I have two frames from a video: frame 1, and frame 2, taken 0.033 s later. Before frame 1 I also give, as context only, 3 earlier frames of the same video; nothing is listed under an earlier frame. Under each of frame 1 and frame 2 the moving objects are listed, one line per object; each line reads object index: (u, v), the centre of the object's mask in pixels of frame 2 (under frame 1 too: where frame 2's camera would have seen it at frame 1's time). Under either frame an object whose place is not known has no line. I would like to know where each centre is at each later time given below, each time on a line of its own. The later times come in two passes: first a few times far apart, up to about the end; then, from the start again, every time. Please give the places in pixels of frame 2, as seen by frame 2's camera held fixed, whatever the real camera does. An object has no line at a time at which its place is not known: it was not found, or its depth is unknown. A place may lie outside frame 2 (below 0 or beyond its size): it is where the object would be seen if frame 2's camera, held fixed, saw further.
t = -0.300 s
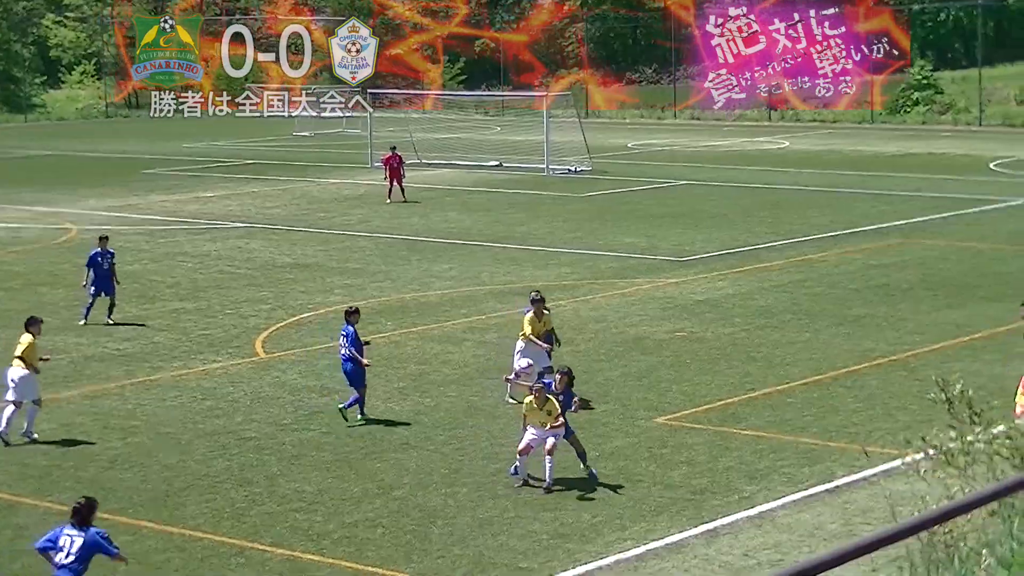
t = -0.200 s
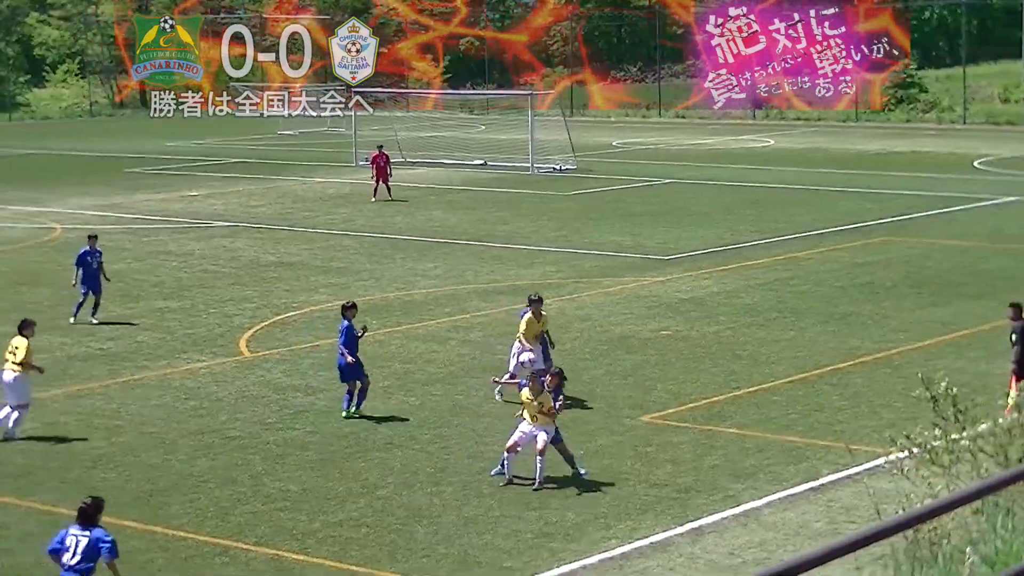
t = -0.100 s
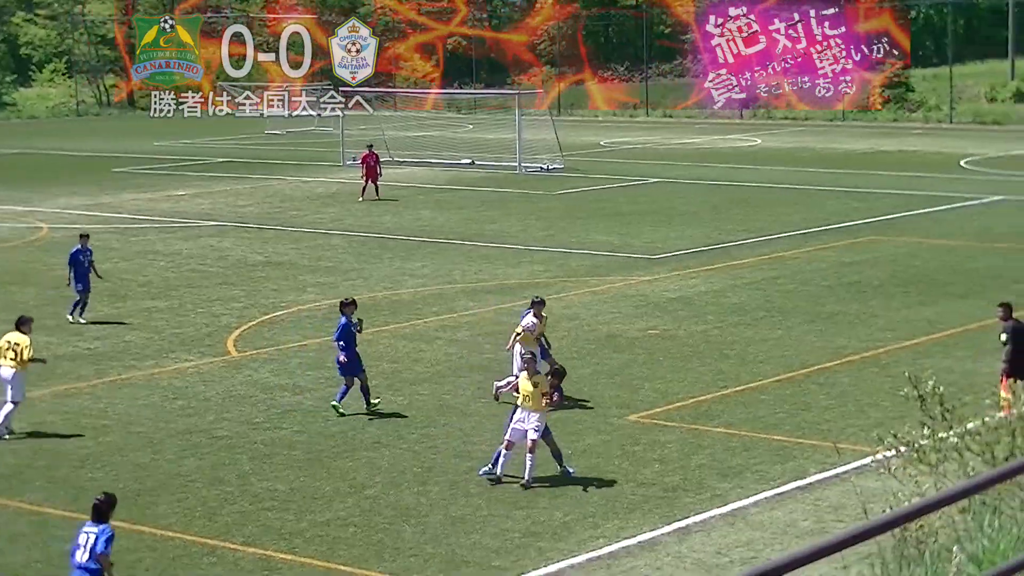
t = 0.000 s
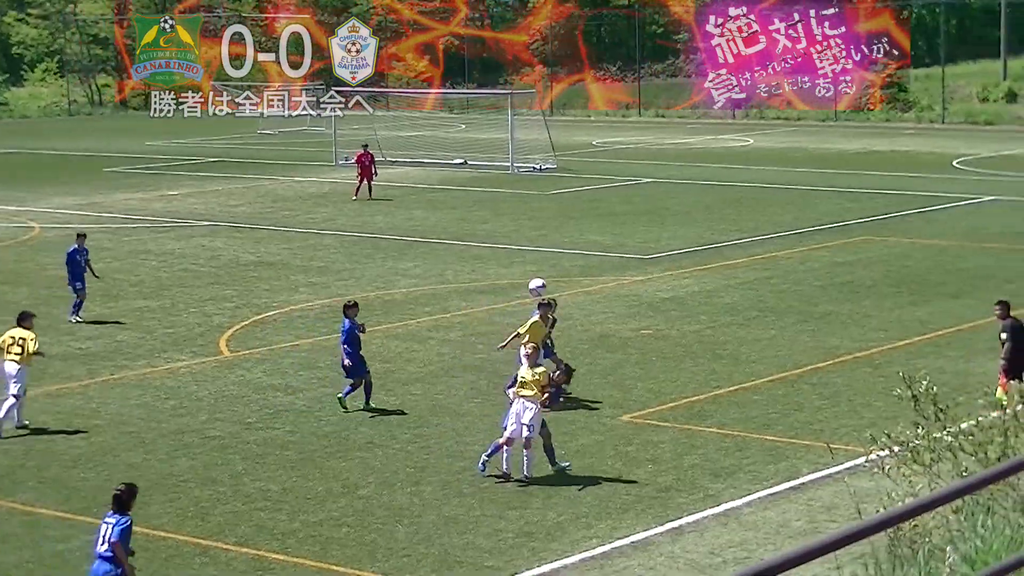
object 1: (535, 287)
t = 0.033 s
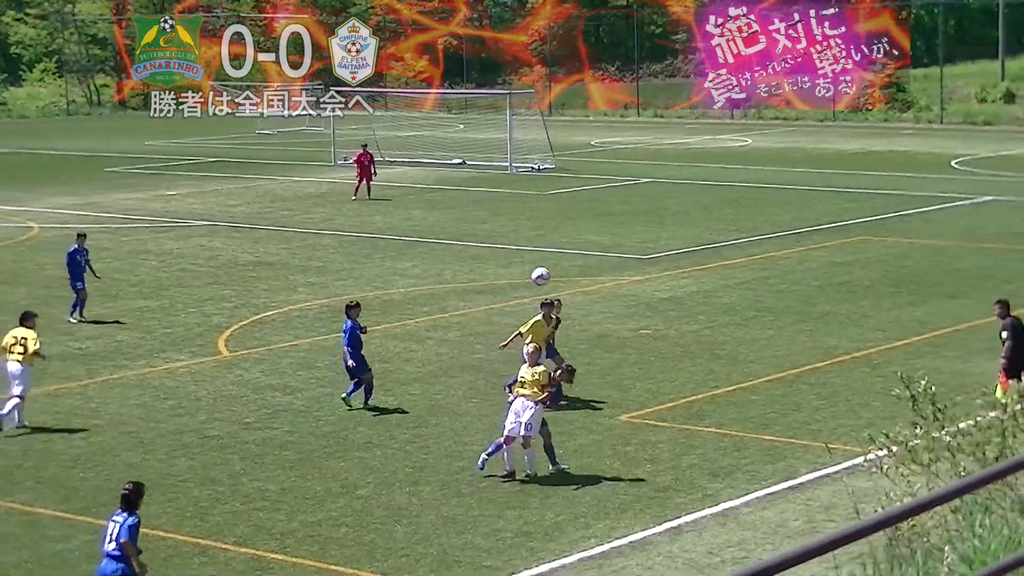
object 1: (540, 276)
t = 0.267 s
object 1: (573, 228)
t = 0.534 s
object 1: (610, 229)
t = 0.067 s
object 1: (545, 266)
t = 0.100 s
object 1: (550, 258)
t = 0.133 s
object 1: (555, 249)
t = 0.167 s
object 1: (559, 243)
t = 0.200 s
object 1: (564, 236)
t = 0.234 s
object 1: (568, 232)
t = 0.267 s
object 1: (573, 228)
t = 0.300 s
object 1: (578, 225)
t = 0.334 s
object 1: (582, 223)
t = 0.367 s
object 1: (587, 221)
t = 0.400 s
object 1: (591, 221)
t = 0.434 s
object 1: (596, 222)
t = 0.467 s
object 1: (601, 223)
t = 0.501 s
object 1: (605, 225)
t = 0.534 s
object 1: (610, 229)
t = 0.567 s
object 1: (615, 232)
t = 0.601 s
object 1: (619, 237)
